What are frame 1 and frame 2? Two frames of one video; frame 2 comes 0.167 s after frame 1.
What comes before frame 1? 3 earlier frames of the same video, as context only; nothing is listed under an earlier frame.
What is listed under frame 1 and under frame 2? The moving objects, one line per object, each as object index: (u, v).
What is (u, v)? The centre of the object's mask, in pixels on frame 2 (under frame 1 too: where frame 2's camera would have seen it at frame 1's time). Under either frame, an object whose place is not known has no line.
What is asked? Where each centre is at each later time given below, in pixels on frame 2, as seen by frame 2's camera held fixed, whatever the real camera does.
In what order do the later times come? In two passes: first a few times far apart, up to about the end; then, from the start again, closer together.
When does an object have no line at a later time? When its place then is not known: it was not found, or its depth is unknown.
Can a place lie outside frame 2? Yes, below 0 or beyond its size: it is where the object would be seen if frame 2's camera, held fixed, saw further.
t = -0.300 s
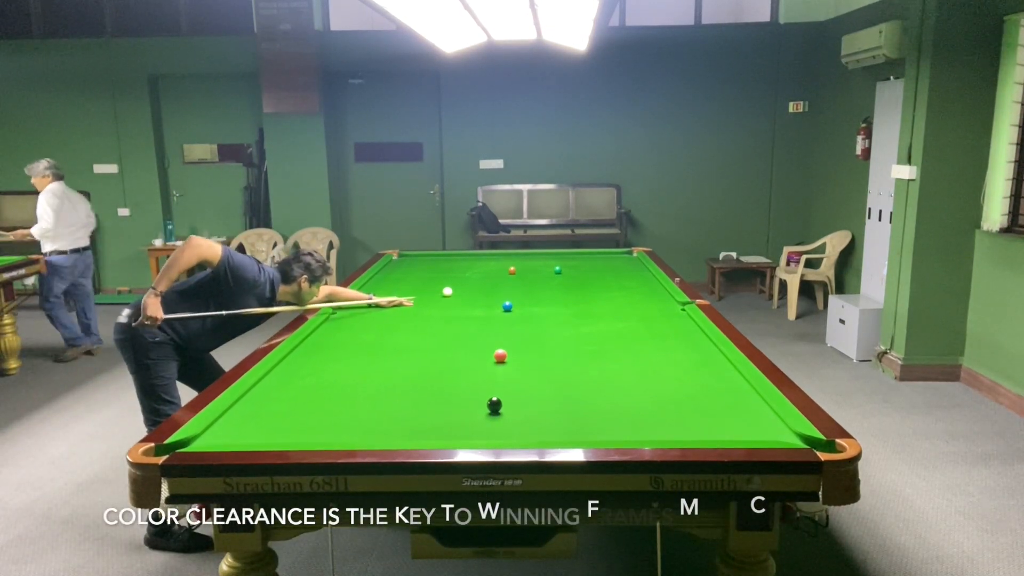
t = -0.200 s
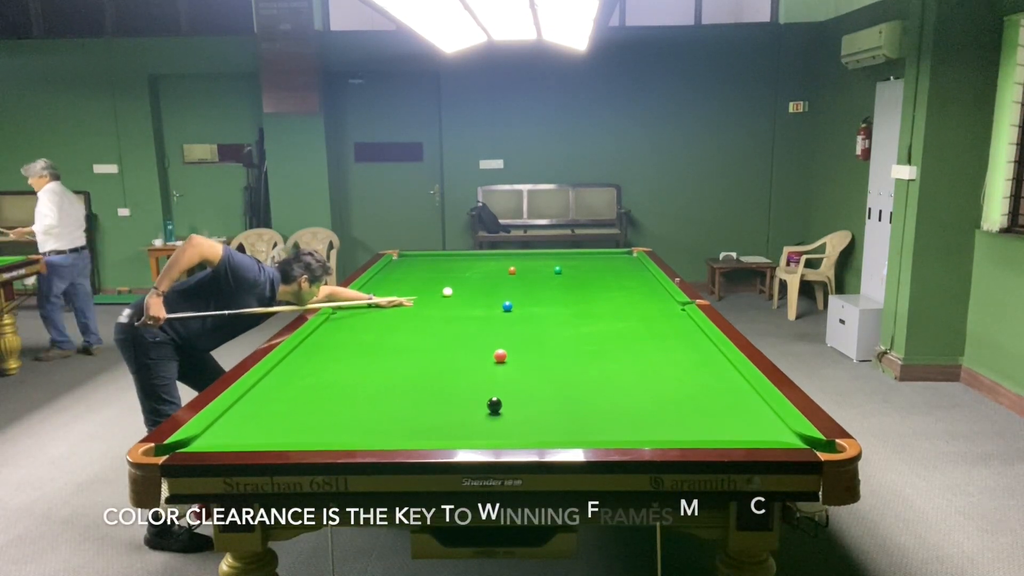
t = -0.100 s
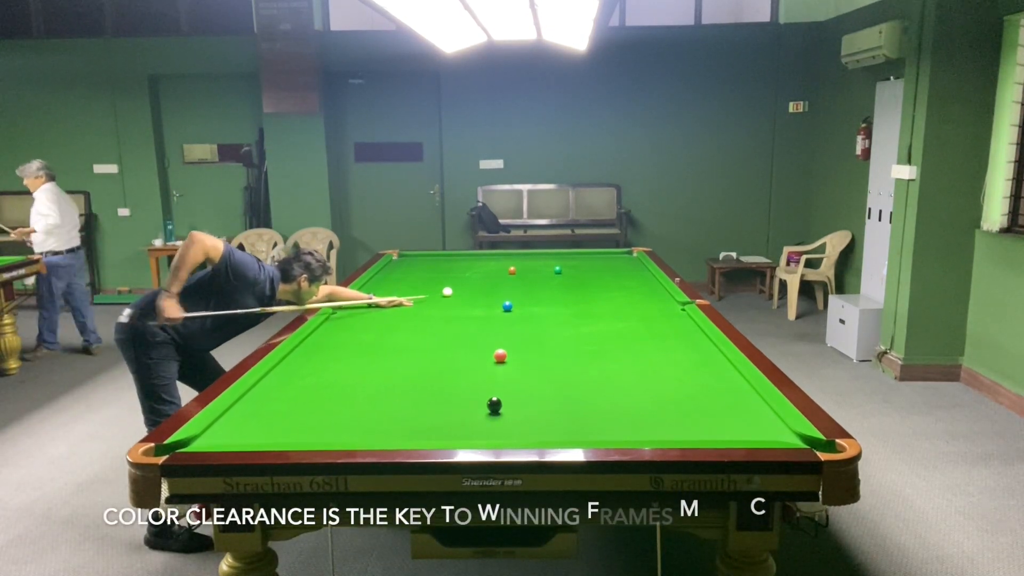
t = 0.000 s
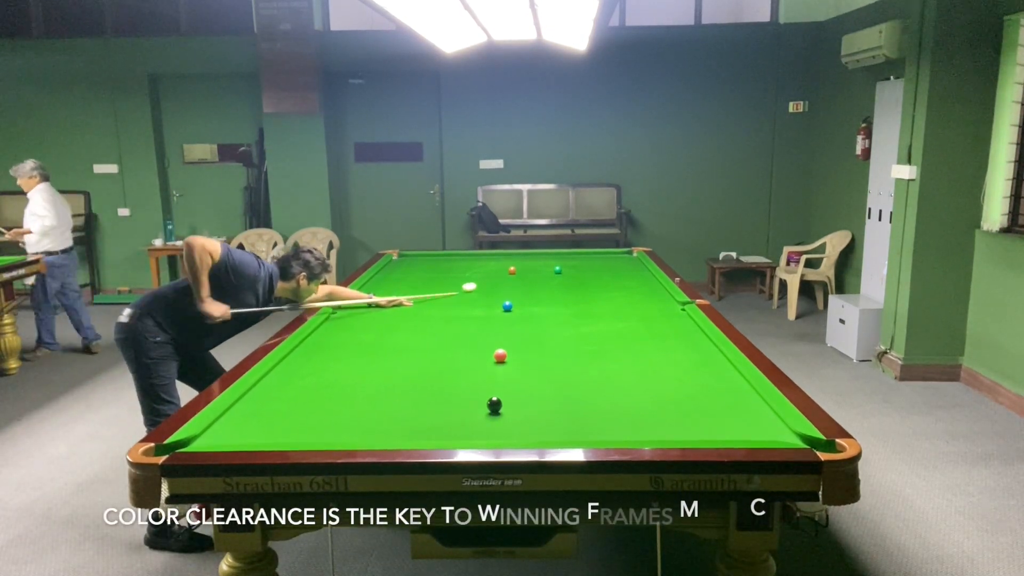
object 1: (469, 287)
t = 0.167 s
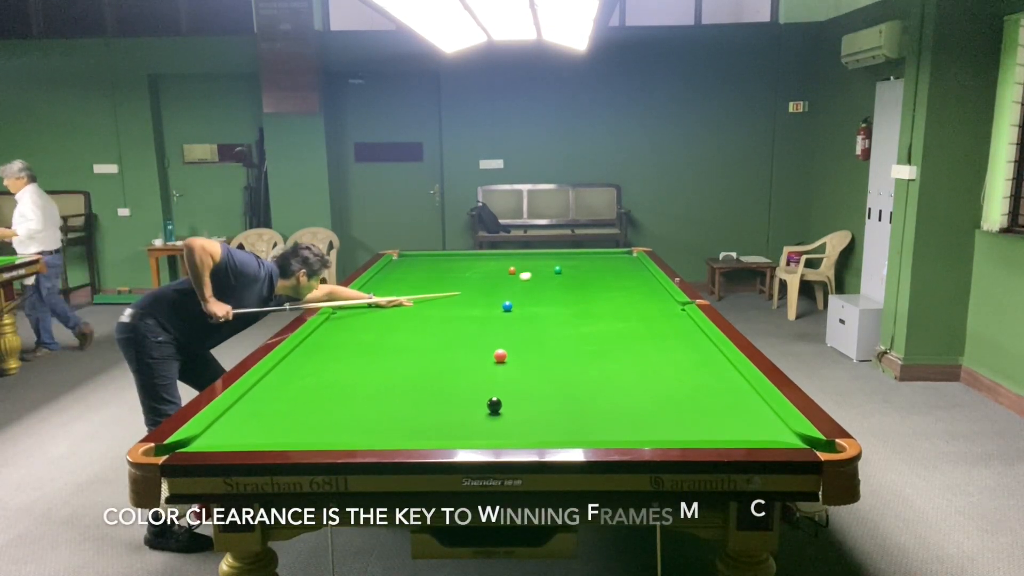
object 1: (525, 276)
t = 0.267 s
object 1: (551, 271)
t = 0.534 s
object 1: (555, 272)
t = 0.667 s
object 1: (556, 272)
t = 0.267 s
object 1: (551, 271)
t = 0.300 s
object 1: (553, 271)
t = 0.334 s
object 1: (554, 271)
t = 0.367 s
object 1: (554, 271)
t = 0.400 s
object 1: (554, 271)
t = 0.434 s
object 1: (555, 271)
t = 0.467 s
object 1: (555, 271)
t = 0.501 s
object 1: (555, 271)
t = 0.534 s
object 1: (555, 272)
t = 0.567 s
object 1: (556, 272)
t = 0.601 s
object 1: (556, 272)
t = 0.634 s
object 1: (556, 272)
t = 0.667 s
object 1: (556, 272)
